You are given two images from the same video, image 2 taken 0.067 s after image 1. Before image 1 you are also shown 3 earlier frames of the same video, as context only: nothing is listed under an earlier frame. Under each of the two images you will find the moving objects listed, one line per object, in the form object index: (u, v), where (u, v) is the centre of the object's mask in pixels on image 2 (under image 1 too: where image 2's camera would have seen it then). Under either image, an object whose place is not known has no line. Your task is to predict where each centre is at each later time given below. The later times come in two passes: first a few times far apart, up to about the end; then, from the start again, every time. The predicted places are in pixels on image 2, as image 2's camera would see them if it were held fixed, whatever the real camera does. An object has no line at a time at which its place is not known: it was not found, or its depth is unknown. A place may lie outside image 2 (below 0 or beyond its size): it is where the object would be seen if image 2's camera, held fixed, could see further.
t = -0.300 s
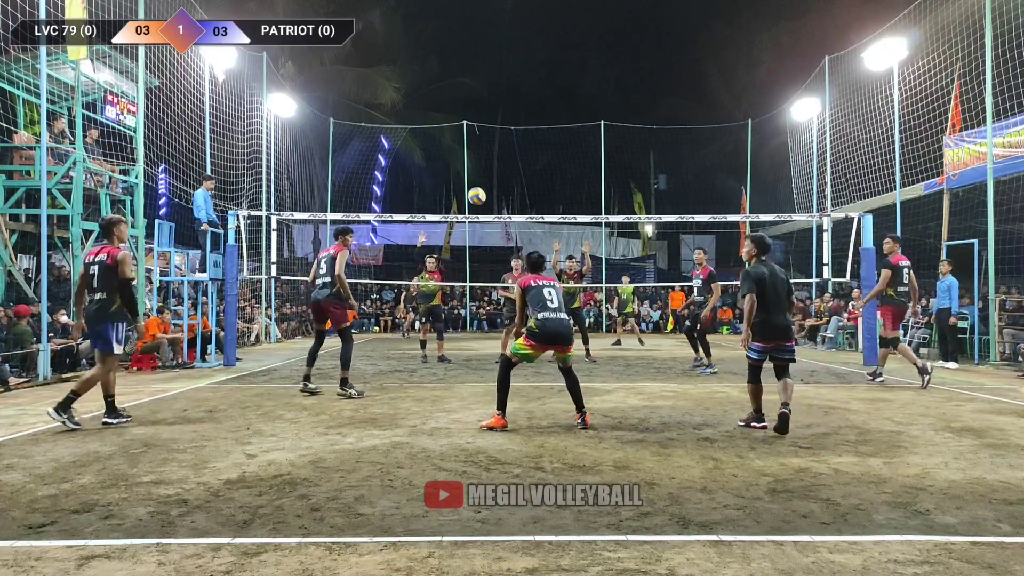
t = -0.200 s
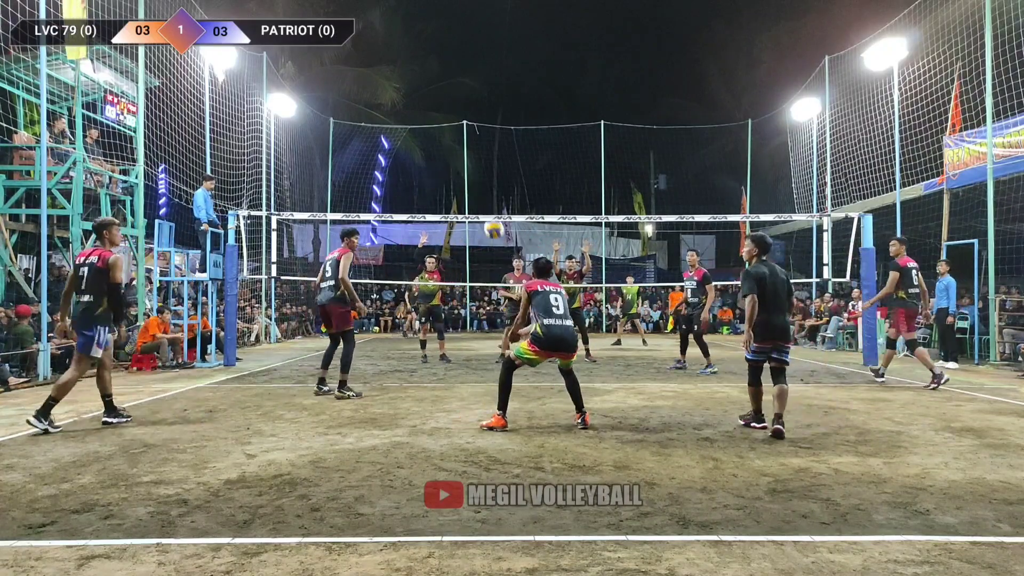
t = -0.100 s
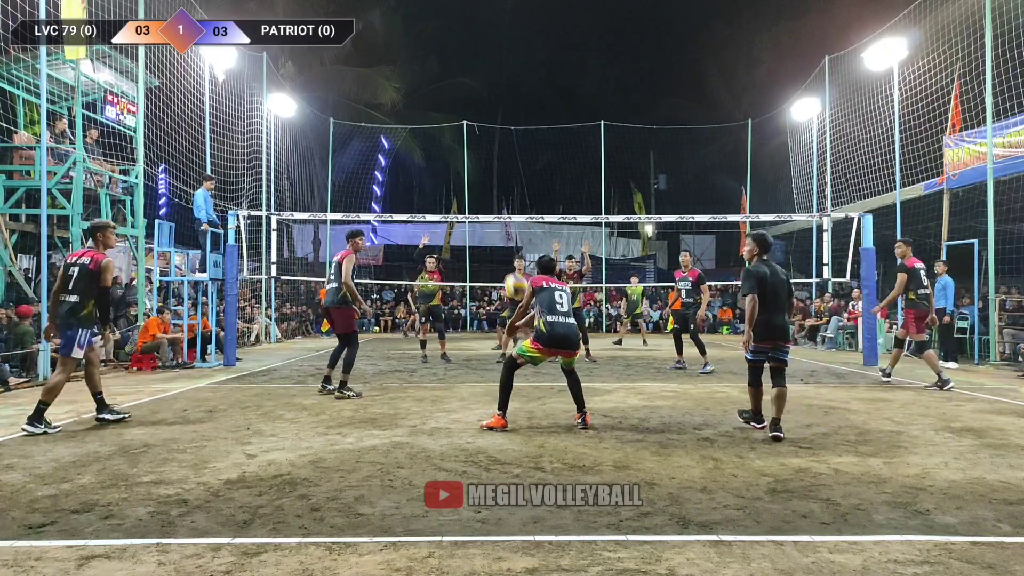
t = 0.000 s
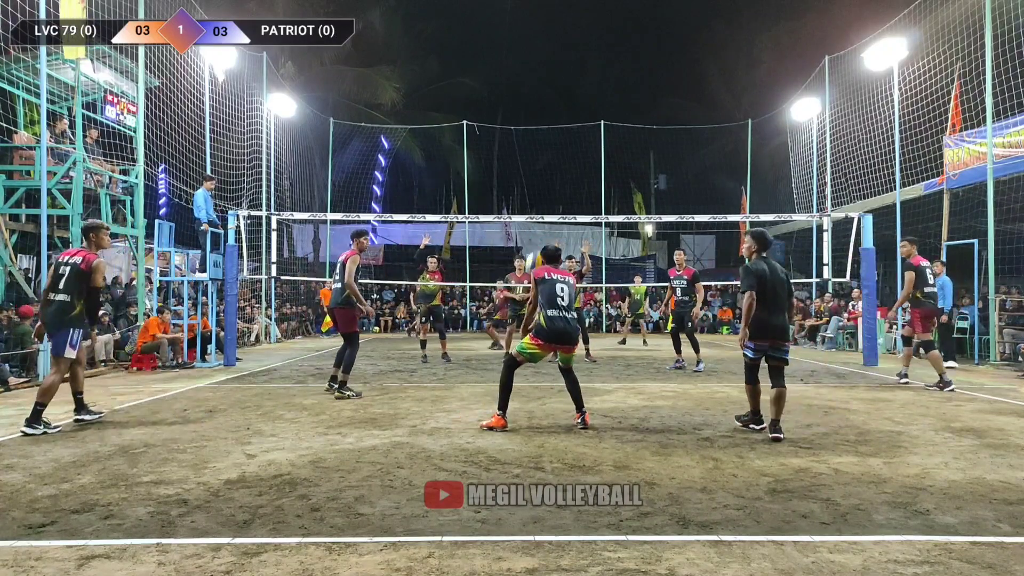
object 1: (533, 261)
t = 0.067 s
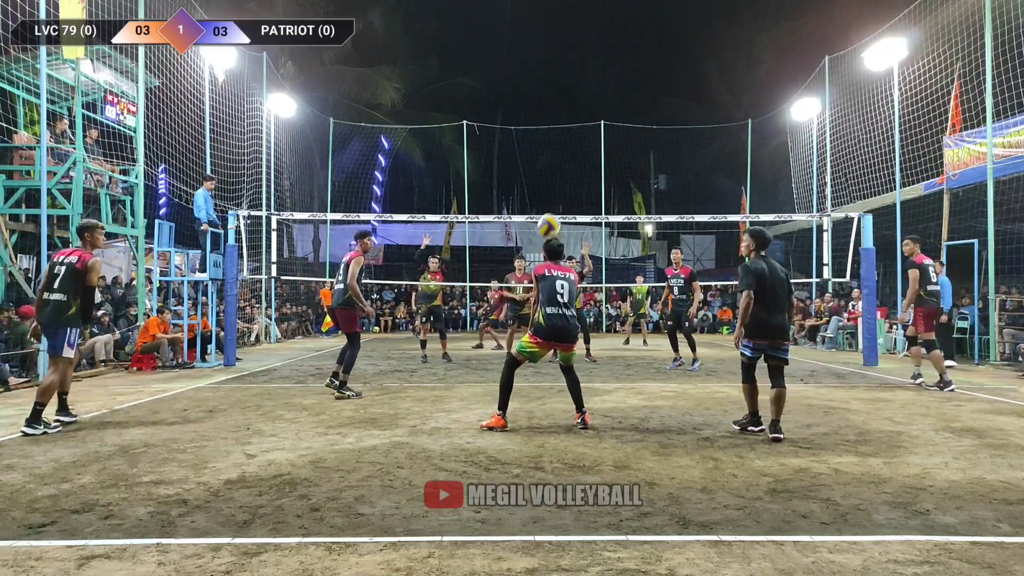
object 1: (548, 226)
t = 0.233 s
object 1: (574, 158)
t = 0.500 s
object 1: (608, 117)
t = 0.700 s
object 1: (632, 131)
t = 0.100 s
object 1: (554, 208)
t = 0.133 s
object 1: (559, 194)
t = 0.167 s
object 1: (564, 181)
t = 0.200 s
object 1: (569, 169)
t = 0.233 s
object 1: (574, 158)
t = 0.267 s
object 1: (578, 149)
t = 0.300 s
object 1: (583, 141)
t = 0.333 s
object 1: (587, 134)
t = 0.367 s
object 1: (591, 129)
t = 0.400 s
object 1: (596, 124)
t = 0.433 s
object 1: (600, 120)
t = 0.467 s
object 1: (604, 118)
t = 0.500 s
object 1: (608, 117)
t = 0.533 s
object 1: (612, 116)
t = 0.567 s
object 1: (615, 117)
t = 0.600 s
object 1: (619, 118)
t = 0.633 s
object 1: (626, 123)
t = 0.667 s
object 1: (629, 127)
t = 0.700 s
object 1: (632, 131)
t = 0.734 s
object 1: (635, 137)
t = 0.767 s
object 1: (639, 143)
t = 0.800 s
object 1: (642, 149)
